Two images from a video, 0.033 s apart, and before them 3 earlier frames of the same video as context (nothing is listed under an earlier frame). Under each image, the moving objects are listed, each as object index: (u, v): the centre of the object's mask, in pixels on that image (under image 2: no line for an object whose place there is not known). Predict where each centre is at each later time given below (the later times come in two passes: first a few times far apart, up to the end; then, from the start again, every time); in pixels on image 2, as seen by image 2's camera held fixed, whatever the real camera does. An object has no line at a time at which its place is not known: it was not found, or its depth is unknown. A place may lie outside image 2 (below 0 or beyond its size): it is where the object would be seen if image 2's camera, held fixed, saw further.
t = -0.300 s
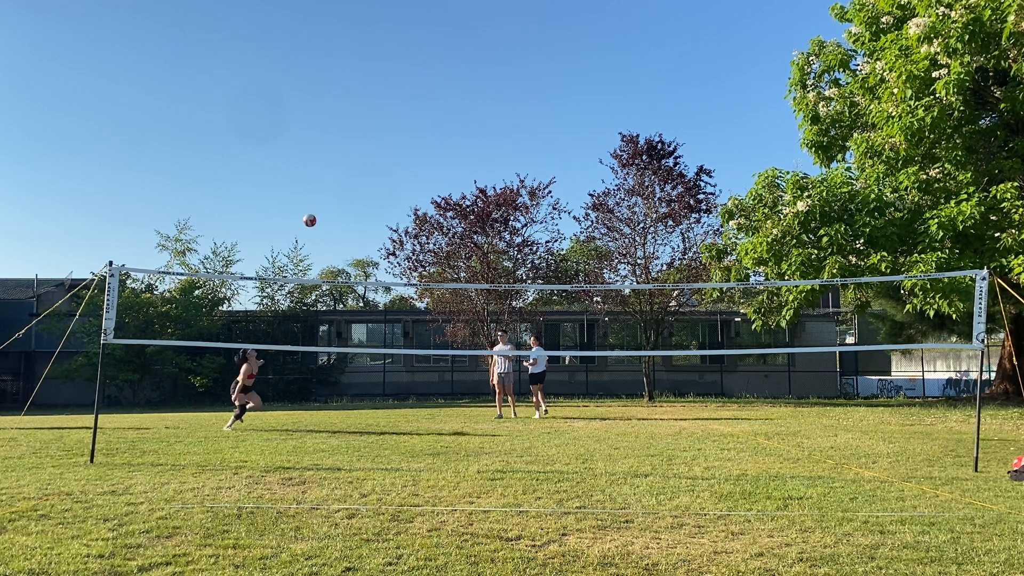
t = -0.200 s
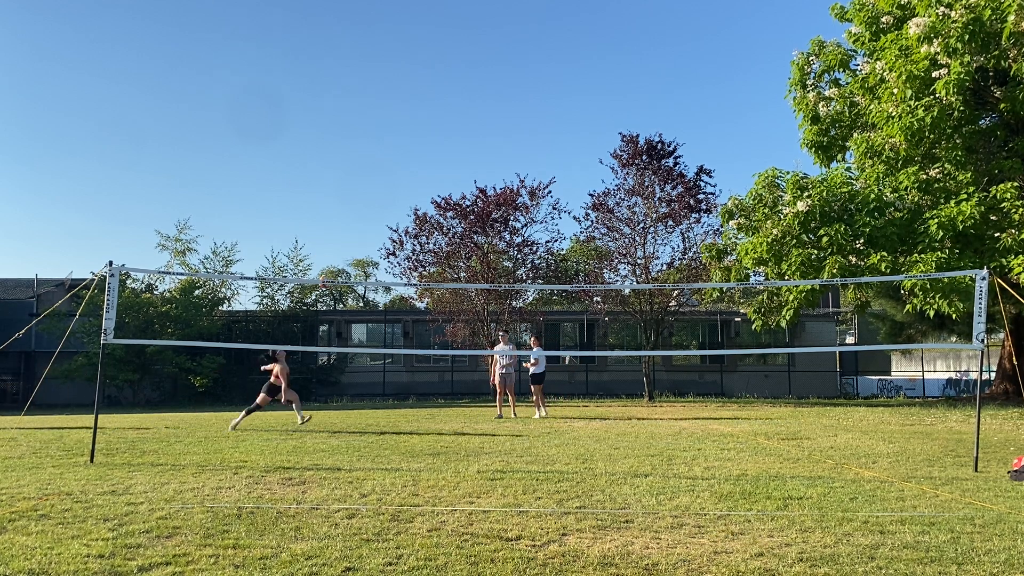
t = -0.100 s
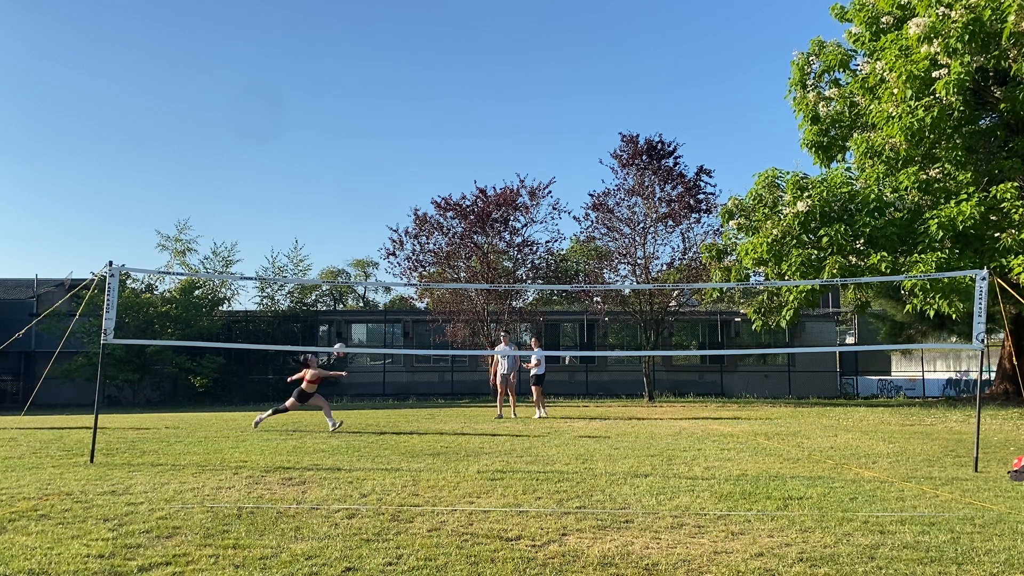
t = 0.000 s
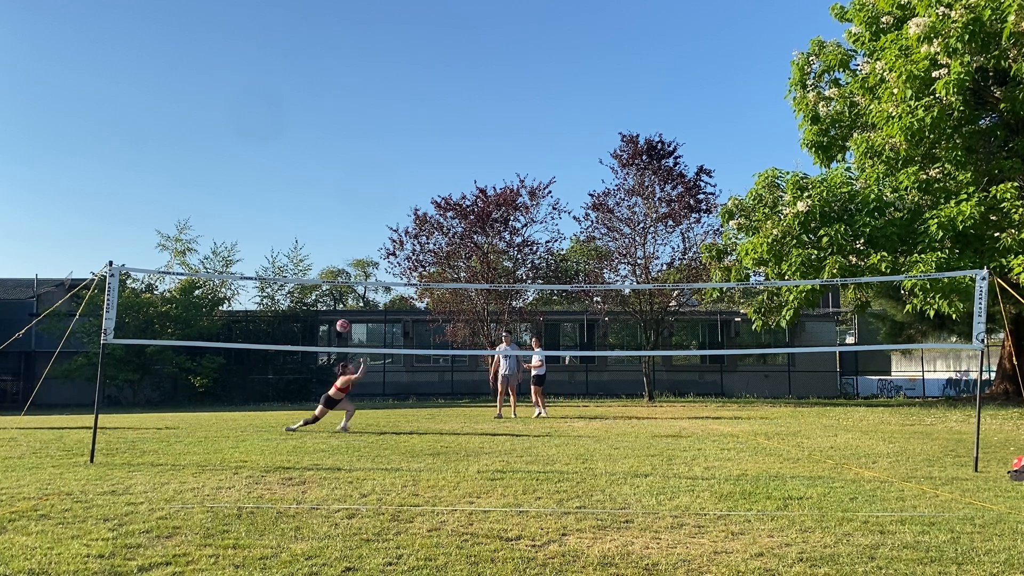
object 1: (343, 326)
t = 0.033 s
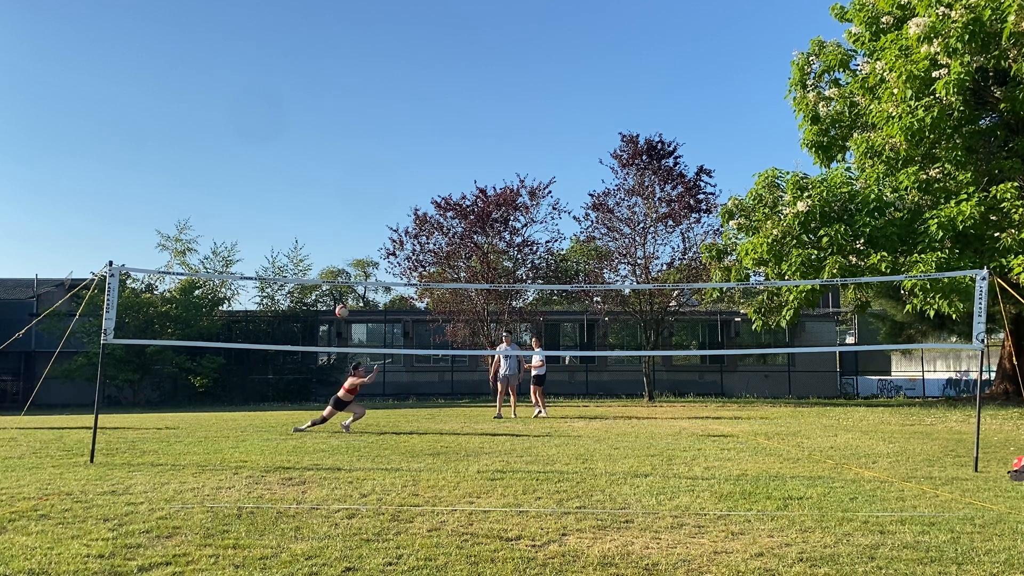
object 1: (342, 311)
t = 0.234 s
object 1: (337, 244)
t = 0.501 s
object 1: (329, 201)
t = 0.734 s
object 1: (322, 197)
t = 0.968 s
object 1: (315, 218)
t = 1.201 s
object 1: (308, 261)
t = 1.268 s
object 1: (306, 276)
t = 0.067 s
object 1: (340, 298)
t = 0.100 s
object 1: (339, 287)
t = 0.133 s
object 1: (339, 274)
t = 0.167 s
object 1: (339, 263)
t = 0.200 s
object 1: (338, 253)
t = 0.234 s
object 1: (337, 244)
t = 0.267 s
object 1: (337, 236)
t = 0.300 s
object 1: (335, 229)
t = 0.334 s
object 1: (335, 223)
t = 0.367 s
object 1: (334, 217)
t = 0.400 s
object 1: (332, 212)
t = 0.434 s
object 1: (331, 208)
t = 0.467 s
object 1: (330, 204)
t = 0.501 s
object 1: (329, 201)
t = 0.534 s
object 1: (328, 198)
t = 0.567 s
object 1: (327, 197)
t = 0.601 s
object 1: (326, 195)
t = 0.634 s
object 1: (325, 195)
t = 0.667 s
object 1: (324, 195)
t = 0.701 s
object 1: (323, 195)
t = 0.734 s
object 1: (322, 197)
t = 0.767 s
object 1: (321, 198)
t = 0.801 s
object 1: (320, 200)
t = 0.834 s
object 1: (319, 203)
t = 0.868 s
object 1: (318, 206)
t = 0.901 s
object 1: (317, 209)
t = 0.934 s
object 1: (316, 213)
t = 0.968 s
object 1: (315, 218)
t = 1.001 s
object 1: (314, 223)
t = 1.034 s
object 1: (313, 228)
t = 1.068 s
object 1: (312, 234)
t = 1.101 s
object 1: (311, 240)
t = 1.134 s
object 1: (310, 247)
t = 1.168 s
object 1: (309, 254)
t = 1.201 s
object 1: (308, 261)
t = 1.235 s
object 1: (307, 269)
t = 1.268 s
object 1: (306, 276)
